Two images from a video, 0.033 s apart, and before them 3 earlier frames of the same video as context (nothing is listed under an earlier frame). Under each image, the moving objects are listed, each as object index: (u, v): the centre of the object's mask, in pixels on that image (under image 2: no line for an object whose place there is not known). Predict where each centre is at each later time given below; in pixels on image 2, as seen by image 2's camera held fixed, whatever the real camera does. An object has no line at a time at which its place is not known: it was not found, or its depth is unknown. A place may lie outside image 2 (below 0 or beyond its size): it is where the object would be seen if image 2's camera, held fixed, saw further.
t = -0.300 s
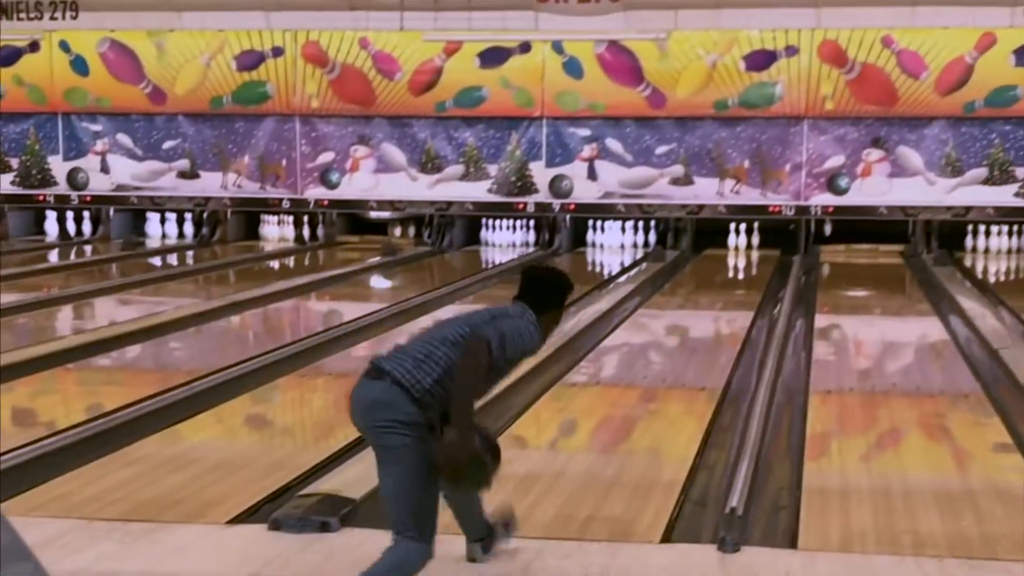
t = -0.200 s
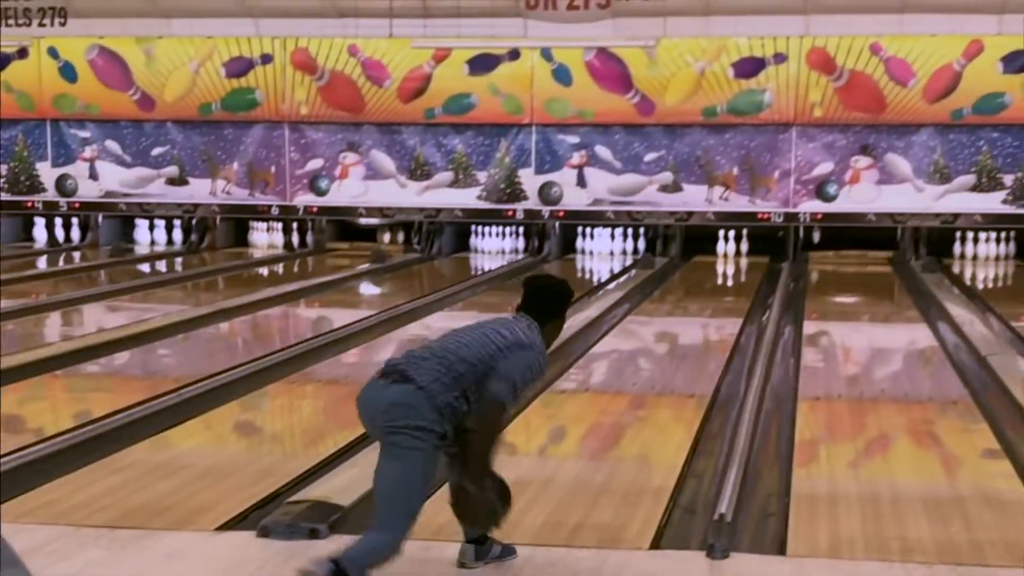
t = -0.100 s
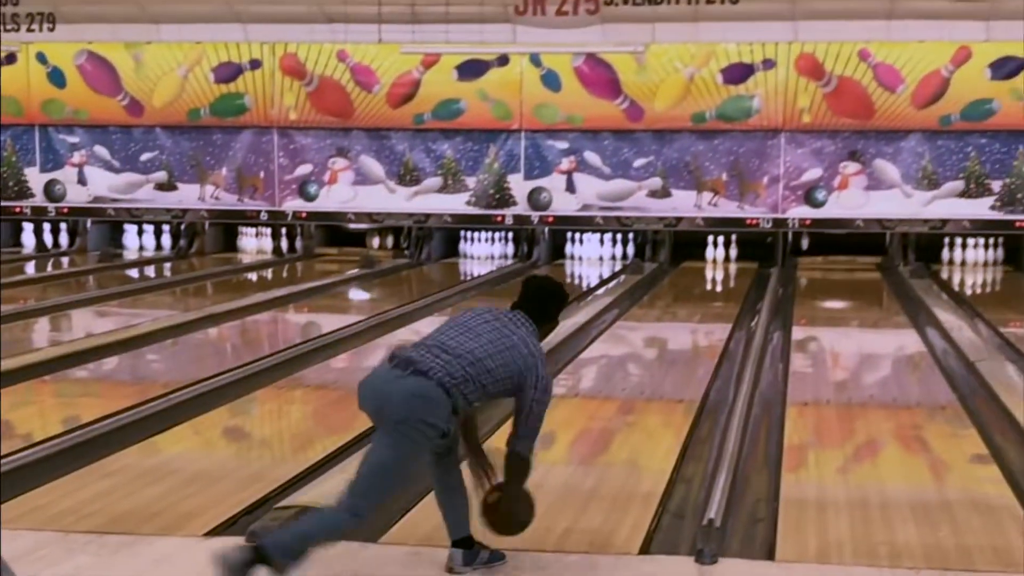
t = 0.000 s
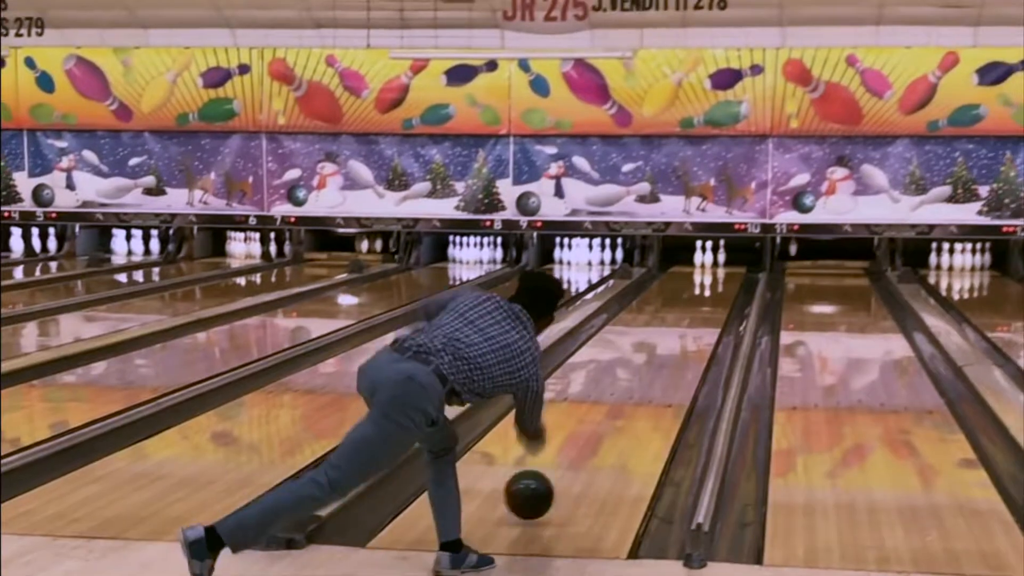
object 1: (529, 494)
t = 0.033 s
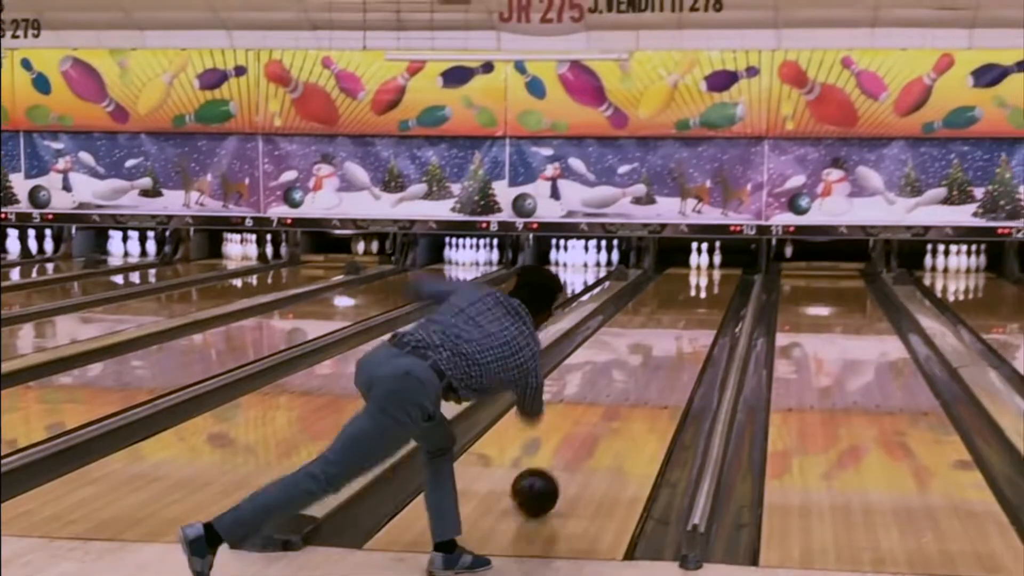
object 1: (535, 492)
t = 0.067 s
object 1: (544, 482)
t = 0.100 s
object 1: (552, 473)
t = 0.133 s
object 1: (561, 465)
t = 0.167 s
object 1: (569, 457)
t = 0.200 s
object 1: (576, 449)
